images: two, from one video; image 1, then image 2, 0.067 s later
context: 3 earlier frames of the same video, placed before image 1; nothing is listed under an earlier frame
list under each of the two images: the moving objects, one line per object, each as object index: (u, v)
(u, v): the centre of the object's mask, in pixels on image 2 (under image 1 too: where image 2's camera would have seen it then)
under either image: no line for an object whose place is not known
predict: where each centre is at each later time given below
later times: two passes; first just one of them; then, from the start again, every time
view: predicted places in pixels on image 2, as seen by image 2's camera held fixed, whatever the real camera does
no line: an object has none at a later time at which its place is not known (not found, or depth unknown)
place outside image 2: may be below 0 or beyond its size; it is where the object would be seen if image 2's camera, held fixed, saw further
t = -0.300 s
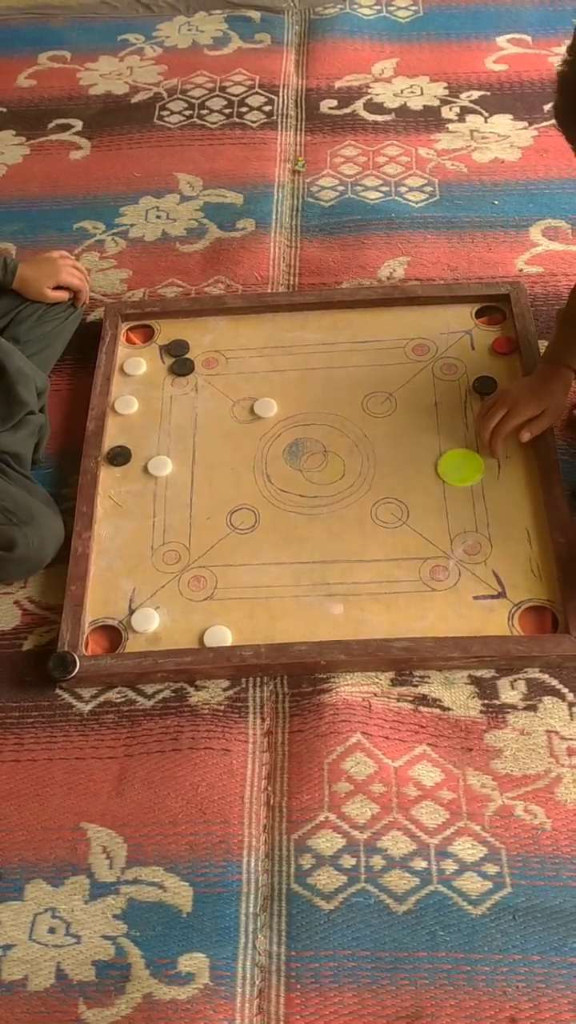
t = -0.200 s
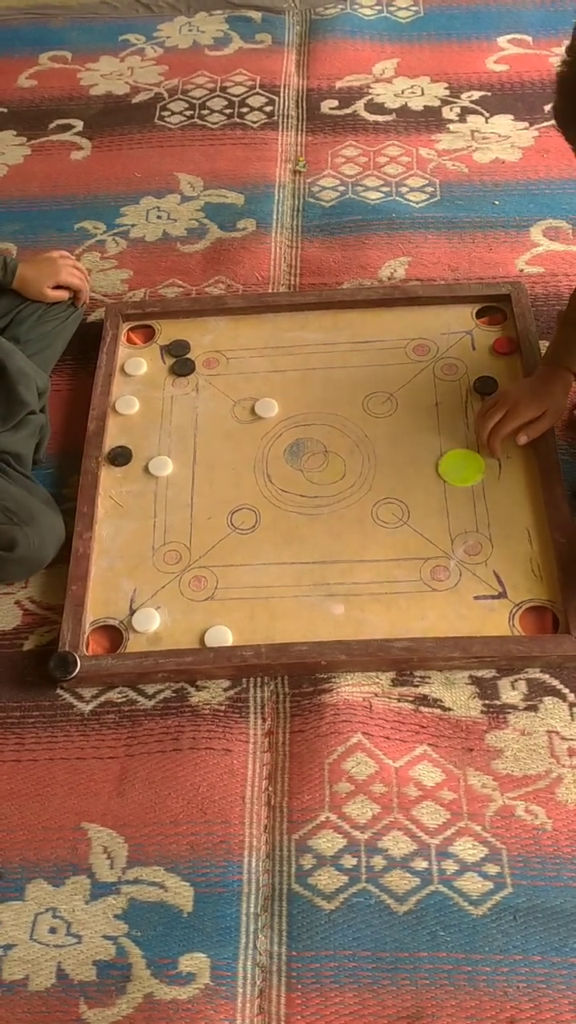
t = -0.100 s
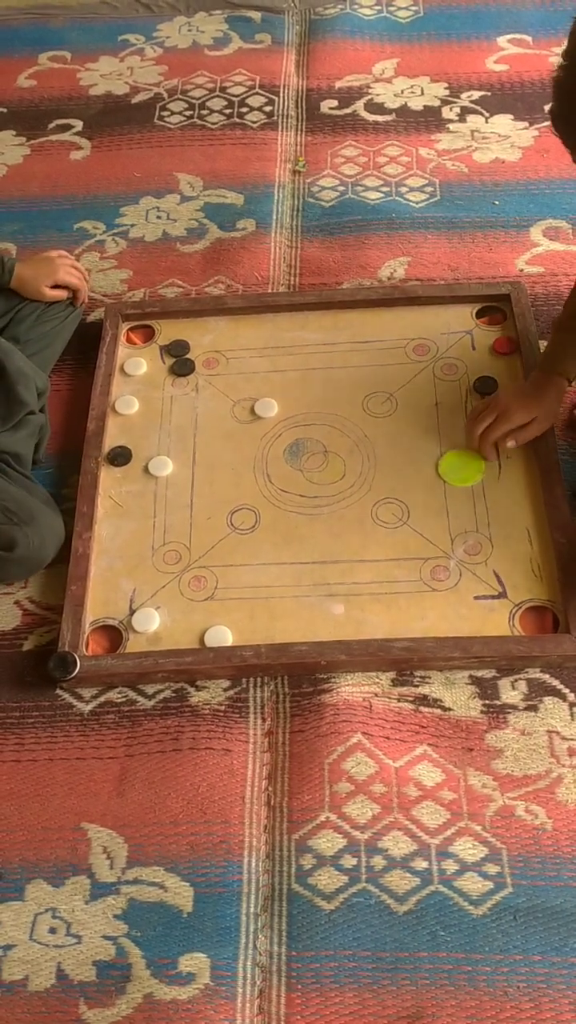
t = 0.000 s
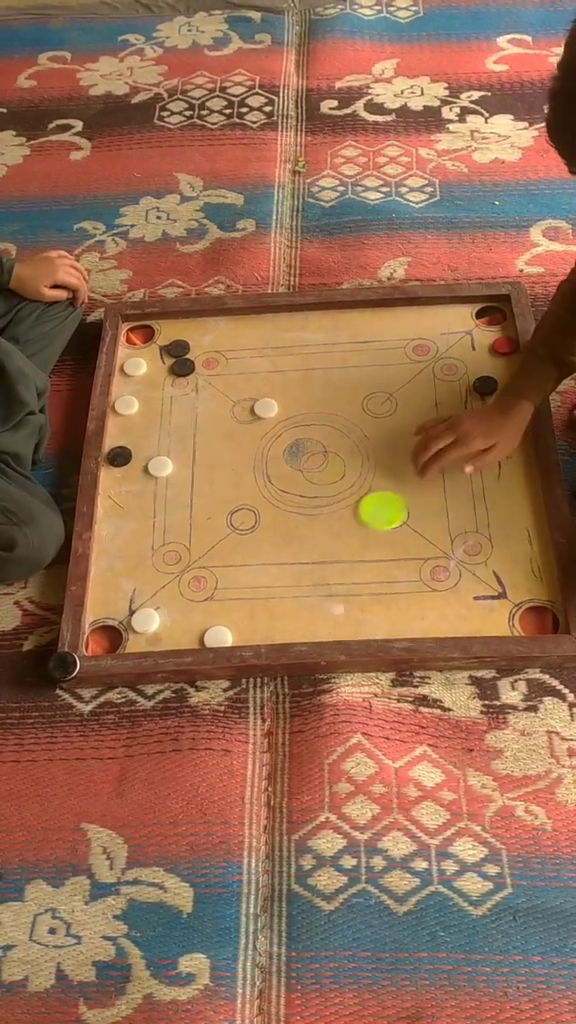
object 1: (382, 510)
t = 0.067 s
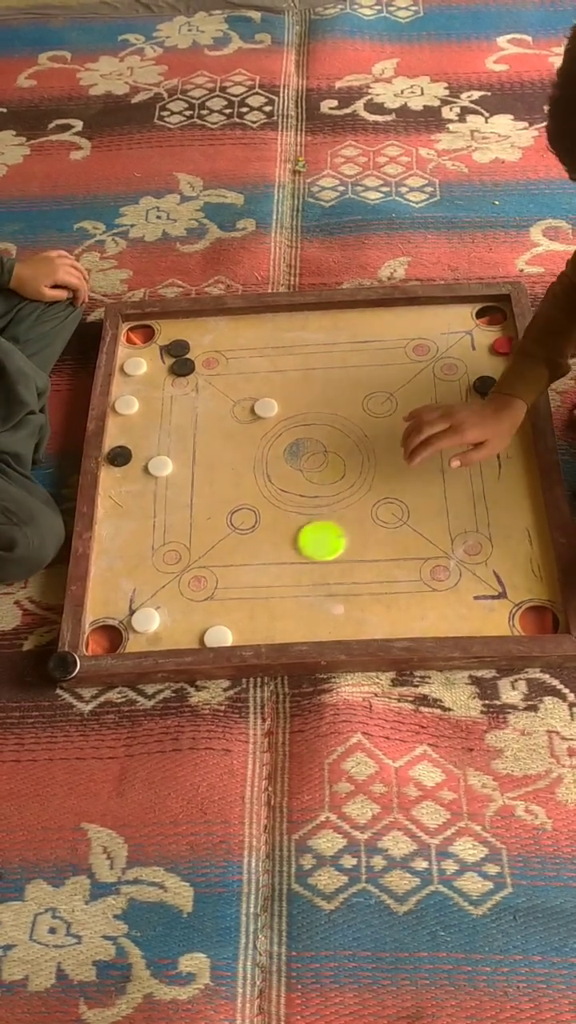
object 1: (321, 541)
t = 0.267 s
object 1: (173, 619)
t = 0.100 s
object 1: (293, 555)
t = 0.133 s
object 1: (264, 570)
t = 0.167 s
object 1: (236, 584)
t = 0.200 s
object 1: (209, 598)
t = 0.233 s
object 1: (183, 612)
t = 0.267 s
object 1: (173, 619)
